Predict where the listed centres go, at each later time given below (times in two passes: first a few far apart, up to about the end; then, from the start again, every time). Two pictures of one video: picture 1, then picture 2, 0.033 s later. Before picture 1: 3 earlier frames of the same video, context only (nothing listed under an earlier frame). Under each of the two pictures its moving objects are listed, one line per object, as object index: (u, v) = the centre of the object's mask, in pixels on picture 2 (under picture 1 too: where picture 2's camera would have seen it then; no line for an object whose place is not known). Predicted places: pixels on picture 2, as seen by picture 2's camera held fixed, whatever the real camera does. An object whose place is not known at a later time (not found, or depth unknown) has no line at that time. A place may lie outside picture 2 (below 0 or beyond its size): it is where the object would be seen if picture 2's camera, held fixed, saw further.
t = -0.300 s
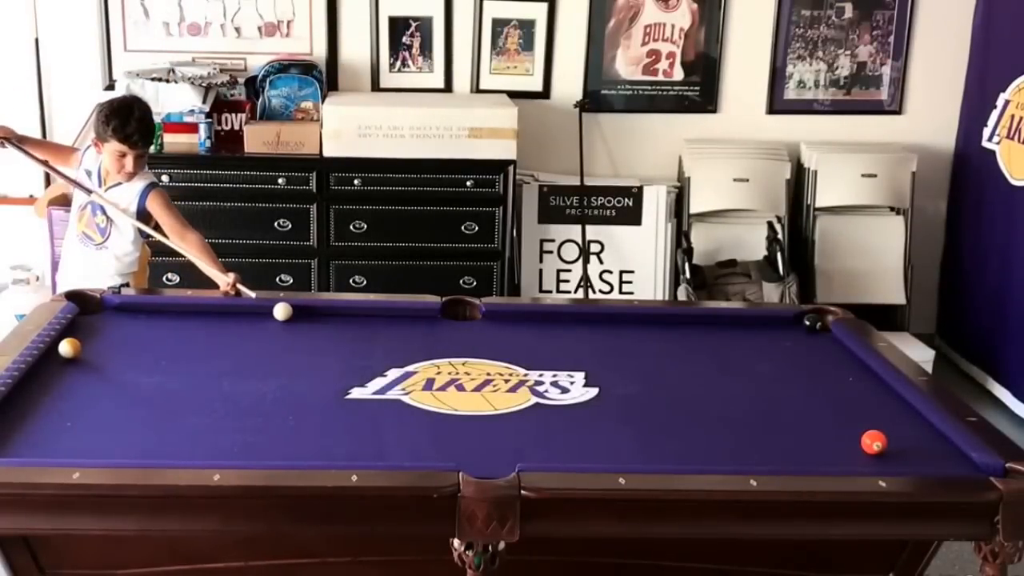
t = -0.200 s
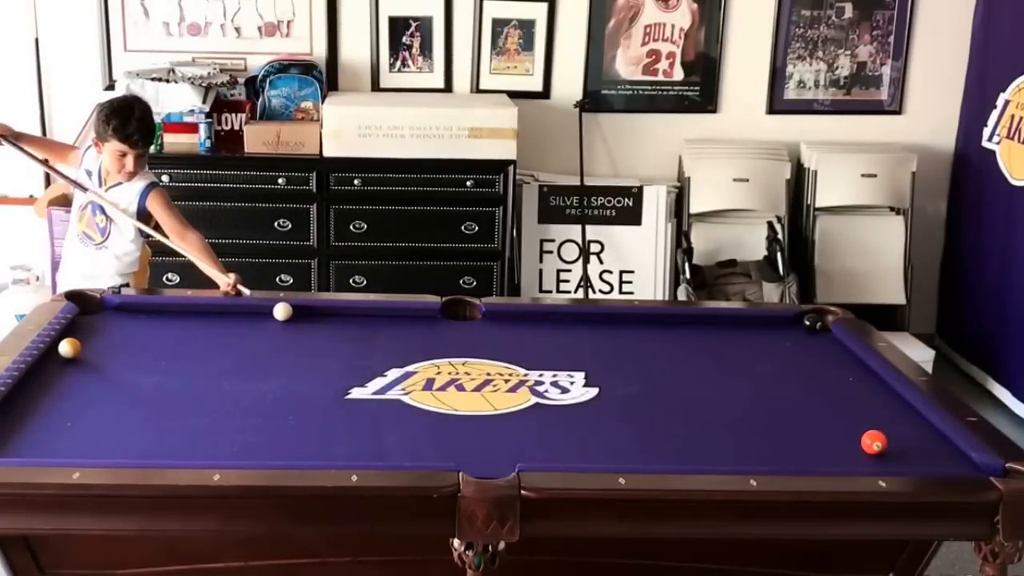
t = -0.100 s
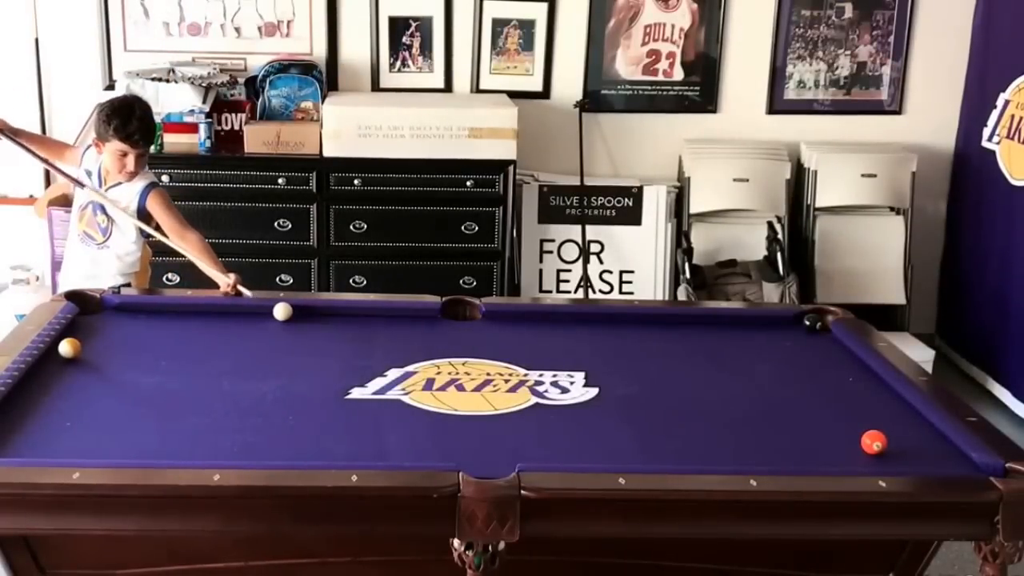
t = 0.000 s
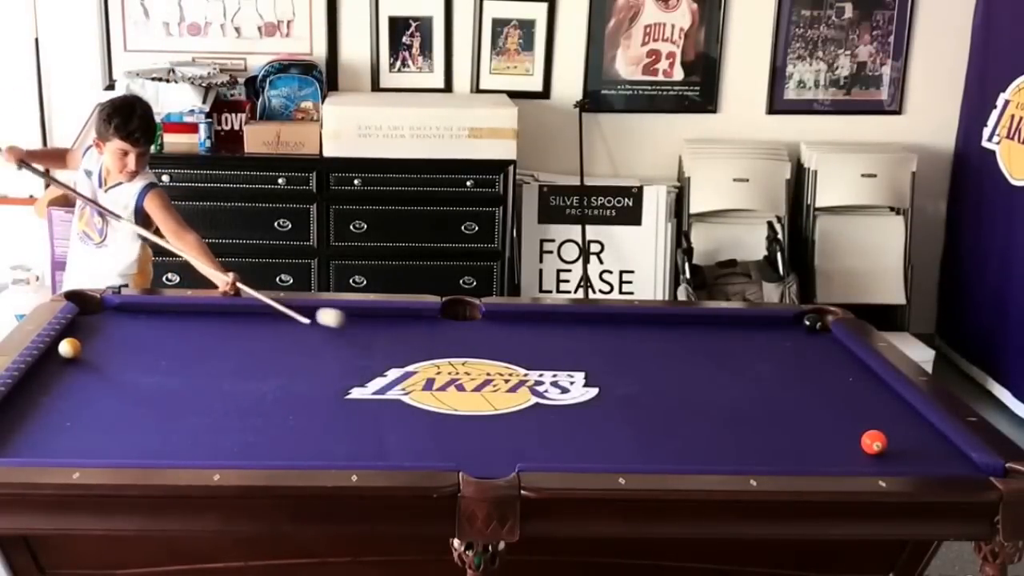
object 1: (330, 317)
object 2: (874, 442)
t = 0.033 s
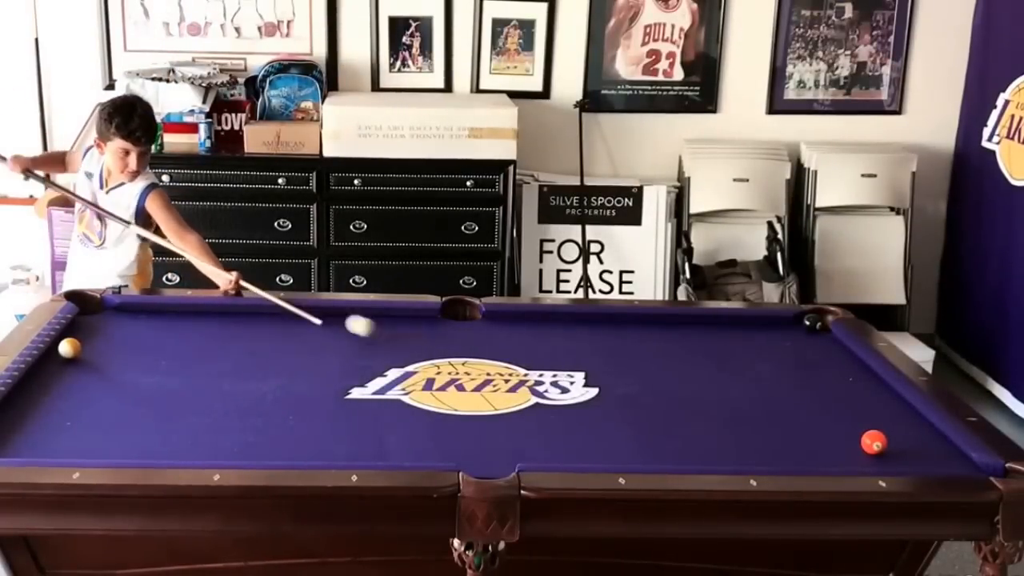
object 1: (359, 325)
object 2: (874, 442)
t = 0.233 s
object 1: (539, 367)
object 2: (874, 442)
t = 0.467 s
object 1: (742, 412)
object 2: (874, 442)
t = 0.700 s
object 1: (873, 428)
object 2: (934, 462)
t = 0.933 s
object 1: (908, 420)
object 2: (940, 442)
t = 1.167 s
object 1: (856, 408)
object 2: (900, 422)
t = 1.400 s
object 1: (807, 397)
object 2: (861, 404)
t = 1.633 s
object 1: (762, 387)
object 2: (826, 387)
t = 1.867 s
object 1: (719, 377)
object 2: (794, 371)
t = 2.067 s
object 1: (685, 370)
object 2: (769, 359)
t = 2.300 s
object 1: (646, 361)
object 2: (741, 347)
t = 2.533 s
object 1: (611, 353)
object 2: (715, 335)
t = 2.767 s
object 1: (578, 345)
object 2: (691, 325)
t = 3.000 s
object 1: (548, 338)
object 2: (675, 321)
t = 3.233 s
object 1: (521, 331)
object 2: (667, 326)
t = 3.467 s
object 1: (495, 325)
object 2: (658, 332)
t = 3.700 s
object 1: (472, 319)
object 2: (649, 337)
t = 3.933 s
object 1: (450, 314)
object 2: (641, 342)
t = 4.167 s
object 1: (450, 315)
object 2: (632, 346)
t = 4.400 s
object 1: (456, 317)
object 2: (624, 351)
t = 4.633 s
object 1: (461, 319)
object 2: (615, 354)
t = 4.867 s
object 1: (466, 321)
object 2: (609, 358)
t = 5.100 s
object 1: (471, 322)
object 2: (603, 360)
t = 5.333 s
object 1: (475, 323)
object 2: (599, 363)
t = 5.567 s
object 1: (477, 324)
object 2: (595, 365)
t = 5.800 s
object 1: (480, 325)
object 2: (593, 367)
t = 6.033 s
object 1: (480, 325)
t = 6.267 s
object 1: (480, 325)
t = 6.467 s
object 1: (480, 325)
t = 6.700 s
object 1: (480, 325)
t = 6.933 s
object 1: (480, 325)
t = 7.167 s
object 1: (480, 325)
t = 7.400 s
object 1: (480, 325)
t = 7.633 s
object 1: (480, 325)
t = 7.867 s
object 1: (480, 325)
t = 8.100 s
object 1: (480, 325)
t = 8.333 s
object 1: (480, 325)
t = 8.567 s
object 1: (480, 325)
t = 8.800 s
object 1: (480, 325)
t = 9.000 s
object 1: (480, 325)
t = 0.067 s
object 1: (389, 334)
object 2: (874, 442)
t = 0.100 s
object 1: (420, 340)
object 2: (874, 442)
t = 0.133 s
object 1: (449, 348)
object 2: (873, 442)
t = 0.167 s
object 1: (479, 354)
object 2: (873, 442)
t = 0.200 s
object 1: (509, 360)
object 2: (874, 442)
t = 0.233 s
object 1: (539, 367)
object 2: (874, 442)
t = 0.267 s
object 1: (567, 372)
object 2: (874, 442)
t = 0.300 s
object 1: (600, 381)
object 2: (874, 442)
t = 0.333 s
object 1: (628, 388)
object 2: (874, 442)
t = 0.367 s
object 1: (657, 394)
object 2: (874, 442)
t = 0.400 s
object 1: (686, 400)
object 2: (874, 442)
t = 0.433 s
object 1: (714, 406)
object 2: (874, 442)
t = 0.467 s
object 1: (742, 412)
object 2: (874, 442)
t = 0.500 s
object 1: (770, 417)
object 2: (874, 442)
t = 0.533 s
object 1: (797, 423)
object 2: (874, 442)
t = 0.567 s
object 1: (824, 429)
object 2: (874, 442)
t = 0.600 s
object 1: (849, 433)
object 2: (875, 442)
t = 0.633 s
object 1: (858, 432)
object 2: (893, 450)
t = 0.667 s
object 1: (865, 430)
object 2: (914, 457)
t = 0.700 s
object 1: (873, 428)
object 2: (934, 462)
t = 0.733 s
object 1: (882, 426)
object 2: (942, 462)
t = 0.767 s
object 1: (891, 425)
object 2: (943, 459)
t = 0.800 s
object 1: (901, 425)
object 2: (945, 456)
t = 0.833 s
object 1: (911, 424)
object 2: (947, 452)
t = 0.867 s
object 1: (922, 423)
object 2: (949, 449)
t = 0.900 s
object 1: (917, 421)
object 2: (947, 445)
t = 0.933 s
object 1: (908, 420)
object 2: (940, 442)
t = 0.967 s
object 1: (900, 418)
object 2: (934, 439)
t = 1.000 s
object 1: (892, 416)
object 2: (928, 436)
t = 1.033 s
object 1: (885, 415)
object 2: (922, 433)
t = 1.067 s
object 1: (877, 413)
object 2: (916, 430)
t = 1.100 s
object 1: (870, 411)
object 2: (911, 428)
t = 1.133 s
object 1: (863, 410)
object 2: (905, 425)
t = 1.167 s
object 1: (856, 408)
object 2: (900, 422)
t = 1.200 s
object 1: (849, 407)
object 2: (894, 419)
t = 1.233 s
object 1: (842, 405)
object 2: (889, 417)
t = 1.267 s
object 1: (835, 404)
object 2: (883, 414)
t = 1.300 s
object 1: (828, 402)
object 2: (877, 411)
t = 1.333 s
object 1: (821, 400)
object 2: (872, 409)
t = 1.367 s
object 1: (814, 399)
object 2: (866, 406)
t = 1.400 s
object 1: (807, 397)
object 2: (861, 404)
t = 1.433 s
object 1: (801, 396)
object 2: (856, 401)
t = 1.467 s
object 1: (794, 394)
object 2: (851, 398)
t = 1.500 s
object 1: (788, 393)
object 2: (846, 396)
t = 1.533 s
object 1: (782, 391)
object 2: (841, 394)
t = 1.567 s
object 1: (775, 390)
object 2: (836, 391)
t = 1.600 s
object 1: (769, 388)
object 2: (831, 389)
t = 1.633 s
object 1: (762, 387)
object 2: (826, 387)
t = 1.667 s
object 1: (756, 386)
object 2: (821, 384)
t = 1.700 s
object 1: (750, 384)
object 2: (817, 382)
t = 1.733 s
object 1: (744, 383)
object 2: (812, 380)
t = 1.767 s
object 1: (737, 382)
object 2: (808, 378)
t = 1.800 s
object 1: (731, 380)
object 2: (803, 376)
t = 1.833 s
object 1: (725, 379)
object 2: (799, 374)
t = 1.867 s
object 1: (719, 377)
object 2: (794, 371)
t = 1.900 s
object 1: (714, 376)
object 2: (790, 369)
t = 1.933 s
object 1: (708, 375)
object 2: (785, 367)
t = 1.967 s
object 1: (702, 374)
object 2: (781, 365)
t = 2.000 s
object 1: (696, 372)
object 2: (777, 363)
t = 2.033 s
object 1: (690, 371)
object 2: (773, 361)
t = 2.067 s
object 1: (685, 370)
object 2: (769, 359)
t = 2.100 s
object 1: (679, 369)
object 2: (764, 358)
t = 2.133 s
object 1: (674, 367)
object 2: (760, 356)
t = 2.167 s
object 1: (668, 366)
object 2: (756, 354)
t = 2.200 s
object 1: (662, 365)
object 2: (752, 352)
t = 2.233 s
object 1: (657, 364)
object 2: (749, 350)
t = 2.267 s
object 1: (652, 363)
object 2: (745, 348)
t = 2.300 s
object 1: (646, 361)
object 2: (741, 347)
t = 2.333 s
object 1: (641, 360)
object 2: (737, 345)
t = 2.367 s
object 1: (636, 359)
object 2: (733, 343)
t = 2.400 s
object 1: (630, 357)
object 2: (729, 342)
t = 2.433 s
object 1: (625, 356)
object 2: (726, 340)
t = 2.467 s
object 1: (621, 355)
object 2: (722, 338)
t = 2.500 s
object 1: (615, 354)
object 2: (718, 337)
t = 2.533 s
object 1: (611, 353)
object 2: (715, 335)
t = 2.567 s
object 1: (606, 352)
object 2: (711, 333)
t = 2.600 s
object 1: (601, 351)
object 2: (708, 332)
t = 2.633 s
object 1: (596, 350)
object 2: (704, 330)
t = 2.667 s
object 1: (591, 349)
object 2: (701, 329)
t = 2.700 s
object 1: (587, 347)
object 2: (698, 327)
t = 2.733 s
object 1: (582, 346)
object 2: (694, 326)
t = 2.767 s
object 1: (578, 345)
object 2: (691, 325)
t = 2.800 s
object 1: (574, 344)
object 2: (688, 323)
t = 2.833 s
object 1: (569, 343)
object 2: (684, 321)
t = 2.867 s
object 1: (565, 342)
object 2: (681, 320)
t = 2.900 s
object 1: (561, 341)
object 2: (678, 319)
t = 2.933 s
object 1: (556, 340)
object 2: (677, 320)
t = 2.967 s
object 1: (552, 339)
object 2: (676, 321)
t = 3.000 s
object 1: (548, 338)
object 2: (675, 321)
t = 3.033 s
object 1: (544, 337)
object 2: (674, 322)
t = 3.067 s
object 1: (540, 336)
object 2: (673, 323)
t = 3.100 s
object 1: (536, 335)
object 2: (672, 323)
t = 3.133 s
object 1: (532, 334)
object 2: (670, 324)
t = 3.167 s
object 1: (529, 333)
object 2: (669, 325)
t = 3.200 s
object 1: (524, 332)
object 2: (668, 325)
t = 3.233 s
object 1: (521, 331)
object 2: (667, 326)
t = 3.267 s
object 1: (517, 330)
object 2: (666, 327)
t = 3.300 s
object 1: (513, 329)
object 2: (664, 328)
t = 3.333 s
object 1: (509, 329)
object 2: (663, 328)
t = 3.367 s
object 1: (506, 328)
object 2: (662, 329)
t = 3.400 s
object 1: (502, 327)
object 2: (661, 330)
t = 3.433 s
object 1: (499, 326)
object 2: (659, 331)
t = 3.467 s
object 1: (495, 325)
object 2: (658, 332)
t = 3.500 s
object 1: (492, 324)
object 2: (657, 333)
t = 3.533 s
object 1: (488, 323)
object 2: (656, 333)
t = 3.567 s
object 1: (485, 322)
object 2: (654, 334)
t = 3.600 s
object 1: (482, 322)
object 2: (653, 335)
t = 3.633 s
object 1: (479, 321)
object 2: (652, 335)
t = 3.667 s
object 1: (475, 320)
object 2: (651, 336)
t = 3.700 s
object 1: (472, 319)
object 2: (649, 337)
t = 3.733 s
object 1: (469, 318)
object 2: (648, 338)
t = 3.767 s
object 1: (466, 318)
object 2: (647, 338)
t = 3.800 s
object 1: (463, 317)
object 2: (645, 339)
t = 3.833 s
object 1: (459, 316)
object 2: (644, 340)
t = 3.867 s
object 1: (456, 315)
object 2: (643, 340)
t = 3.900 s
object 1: (453, 314)
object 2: (642, 341)
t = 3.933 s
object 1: (450, 314)
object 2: (641, 342)
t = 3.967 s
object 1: (447, 313)
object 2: (639, 342)
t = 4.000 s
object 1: (446, 313)
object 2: (638, 343)
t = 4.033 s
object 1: (446, 313)
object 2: (637, 344)
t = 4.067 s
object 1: (447, 313)
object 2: (636, 344)
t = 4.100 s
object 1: (448, 314)
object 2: (634, 345)
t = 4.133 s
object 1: (449, 314)
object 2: (633, 345)
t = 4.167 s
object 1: (450, 315)
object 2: (632, 346)
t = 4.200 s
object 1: (450, 315)
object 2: (631, 347)
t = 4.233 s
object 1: (452, 315)
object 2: (630, 348)
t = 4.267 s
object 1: (452, 316)
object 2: (628, 348)
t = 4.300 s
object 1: (453, 316)
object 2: (627, 349)
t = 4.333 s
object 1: (454, 317)
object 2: (626, 349)
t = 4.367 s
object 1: (455, 317)
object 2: (625, 350)
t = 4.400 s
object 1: (456, 317)
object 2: (624, 351)
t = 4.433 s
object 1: (457, 318)
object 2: (623, 351)
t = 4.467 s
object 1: (457, 318)
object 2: (621, 352)
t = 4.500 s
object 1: (458, 318)
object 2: (620, 352)
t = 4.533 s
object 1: (459, 319)
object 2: (619, 353)
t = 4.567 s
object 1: (460, 319)
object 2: (617, 353)
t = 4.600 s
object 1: (460, 319)
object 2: (616, 354)
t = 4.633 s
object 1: (461, 319)
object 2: (615, 354)
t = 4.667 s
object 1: (462, 320)
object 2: (614, 355)
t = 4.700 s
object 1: (463, 320)
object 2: (613, 355)
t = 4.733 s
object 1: (463, 320)
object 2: (612, 356)
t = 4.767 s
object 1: (464, 320)
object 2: (611, 356)
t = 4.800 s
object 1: (465, 321)
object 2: (610, 356)
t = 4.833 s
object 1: (466, 321)
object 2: (609, 357)
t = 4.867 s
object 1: (466, 321)
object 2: (609, 358)
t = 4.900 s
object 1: (467, 321)
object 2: (608, 358)
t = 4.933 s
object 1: (468, 322)
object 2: (607, 358)
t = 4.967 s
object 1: (468, 322)
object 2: (606, 359)
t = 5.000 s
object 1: (469, 322)
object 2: (606, 359)
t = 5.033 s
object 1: (470, 322)
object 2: (605, 360)
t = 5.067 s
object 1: (471, 322)
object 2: (604, 360)
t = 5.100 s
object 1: (471, 322)
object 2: (603, 360)
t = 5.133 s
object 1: (472, 323)
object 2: (602, 361)
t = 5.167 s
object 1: (472, 323)
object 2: (602, 361)
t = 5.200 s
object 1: (473, 323)
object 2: (601, 362)
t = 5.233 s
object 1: (473, 323)
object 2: (600, 362)
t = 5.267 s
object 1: (474, 323)
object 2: (600, 362)
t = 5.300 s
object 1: (474, 323)
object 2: (599, 363)
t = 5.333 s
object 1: (475, 323)
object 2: (599, 363)
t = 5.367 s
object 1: (475, 324)
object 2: (598, 363)
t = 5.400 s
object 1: (476, 324)
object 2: (598, 364)
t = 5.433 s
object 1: (476, 324)
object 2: (597, 364)
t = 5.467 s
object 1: (476, 324)
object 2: (597, 364)
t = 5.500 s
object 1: (476, 324)
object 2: (596, 365)
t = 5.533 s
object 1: (477, 324)
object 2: (595, 365)
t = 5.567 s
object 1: (477, 324)
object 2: (595, 365)
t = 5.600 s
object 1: (478, 324)
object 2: (595, 366)
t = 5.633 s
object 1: (478, 324)
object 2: (594, 366)
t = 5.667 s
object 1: (478, 324)
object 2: (594, 366)
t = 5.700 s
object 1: (479, 324)
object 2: (594, 366)
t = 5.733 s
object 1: (479, 324)
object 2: (593, 366)
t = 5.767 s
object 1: (480, 324)
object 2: (593, 366)
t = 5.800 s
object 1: (480, 325)
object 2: (593, 367)
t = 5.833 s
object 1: (480, 325)
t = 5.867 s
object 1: (480, 325)
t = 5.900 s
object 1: (480, 325)
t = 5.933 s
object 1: (480, 325)
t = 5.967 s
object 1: (480, 325)
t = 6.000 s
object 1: (480, 325)
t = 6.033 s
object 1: (480, 325)
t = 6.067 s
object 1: (480, 325)
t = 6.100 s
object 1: (480, 325)
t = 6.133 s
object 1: (480, 325)
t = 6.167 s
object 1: (480, 325)
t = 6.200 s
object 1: (480, 325)
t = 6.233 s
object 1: (480, 325)
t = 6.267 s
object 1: (480, 325)
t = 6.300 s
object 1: (480, 325)
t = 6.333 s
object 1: (480, 325)
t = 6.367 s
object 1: (480, 325)
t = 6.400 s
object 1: (480, 325)
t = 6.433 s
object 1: (480, 325)
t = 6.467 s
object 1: (480, 325)
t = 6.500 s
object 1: (480, 325)
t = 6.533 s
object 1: (480, 325)
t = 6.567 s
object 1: (480, 325)
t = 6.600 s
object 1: (480, 325)
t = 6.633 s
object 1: (480, 325)
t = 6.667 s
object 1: (480, 325)
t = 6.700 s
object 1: (480, 325)
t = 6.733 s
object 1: (480, 325)
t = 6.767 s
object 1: (480, 325)
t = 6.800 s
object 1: (480, 325)
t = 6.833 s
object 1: (480, 325)
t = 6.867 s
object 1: (480, 325)
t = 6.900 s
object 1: (480, 325)
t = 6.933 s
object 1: (480, 325)
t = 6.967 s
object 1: (480, 325)
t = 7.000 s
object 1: (480, 325)
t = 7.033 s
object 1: (480, 325)
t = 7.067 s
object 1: (480, 325)
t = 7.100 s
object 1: (480, 325)
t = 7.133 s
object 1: (480, 325)
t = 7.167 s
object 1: (480, 325)
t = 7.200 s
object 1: (480, 325)
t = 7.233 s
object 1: (480, 325)
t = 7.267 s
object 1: (480, 325)
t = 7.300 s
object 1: (480, 325)
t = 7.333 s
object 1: (480, 325)
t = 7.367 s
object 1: (480, 325)
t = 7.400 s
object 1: (480, 325)
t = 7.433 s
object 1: (480, 325)
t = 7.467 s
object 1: (480, 325)
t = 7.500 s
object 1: (480, 325)
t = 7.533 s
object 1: (480, 325)
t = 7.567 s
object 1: (480, 325)
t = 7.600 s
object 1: (480, 325)
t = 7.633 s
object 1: (480, 325)
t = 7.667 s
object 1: (480, 325)
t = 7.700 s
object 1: (480, 325)
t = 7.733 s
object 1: (480, 325)
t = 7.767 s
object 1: (480, 325)
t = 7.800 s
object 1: (480, 325)
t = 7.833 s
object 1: (480, 325)
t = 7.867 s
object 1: (480, 325)
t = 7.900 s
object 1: (480, 325)
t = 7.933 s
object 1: (480, 325)
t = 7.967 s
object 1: (480, 325)
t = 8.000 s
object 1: (480, 325)
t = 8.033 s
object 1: (480, 325)
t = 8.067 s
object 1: (480, 325)
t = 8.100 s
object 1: (480, 325)
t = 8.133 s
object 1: (480, 325)
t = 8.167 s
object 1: (480, 325)
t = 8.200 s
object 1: (480, 325)
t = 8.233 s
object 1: (480, 325)
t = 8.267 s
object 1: (480, 325)
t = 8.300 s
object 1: (480, 325)
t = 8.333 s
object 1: (480, 325)
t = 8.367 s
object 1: (480, 325)
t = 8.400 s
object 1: (480, 325)
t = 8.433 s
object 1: (480, 325)
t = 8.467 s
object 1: (480, 325)
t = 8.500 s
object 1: (480, 325)
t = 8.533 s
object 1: (480, 325)
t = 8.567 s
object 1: (480, 325)
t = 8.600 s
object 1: (480, 325)
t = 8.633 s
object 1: (480, 325)
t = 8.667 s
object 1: (480, 325)
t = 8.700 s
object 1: (480, 325)
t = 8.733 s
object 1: (480, 325)
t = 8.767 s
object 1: (480, 325)
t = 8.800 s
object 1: (480, 325)
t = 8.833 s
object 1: (480, 325)
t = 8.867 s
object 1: (480, 325)
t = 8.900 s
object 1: (480, 325)
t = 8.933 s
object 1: (480, 325)
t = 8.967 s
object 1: (480, 325)
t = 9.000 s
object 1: (480, 325)
